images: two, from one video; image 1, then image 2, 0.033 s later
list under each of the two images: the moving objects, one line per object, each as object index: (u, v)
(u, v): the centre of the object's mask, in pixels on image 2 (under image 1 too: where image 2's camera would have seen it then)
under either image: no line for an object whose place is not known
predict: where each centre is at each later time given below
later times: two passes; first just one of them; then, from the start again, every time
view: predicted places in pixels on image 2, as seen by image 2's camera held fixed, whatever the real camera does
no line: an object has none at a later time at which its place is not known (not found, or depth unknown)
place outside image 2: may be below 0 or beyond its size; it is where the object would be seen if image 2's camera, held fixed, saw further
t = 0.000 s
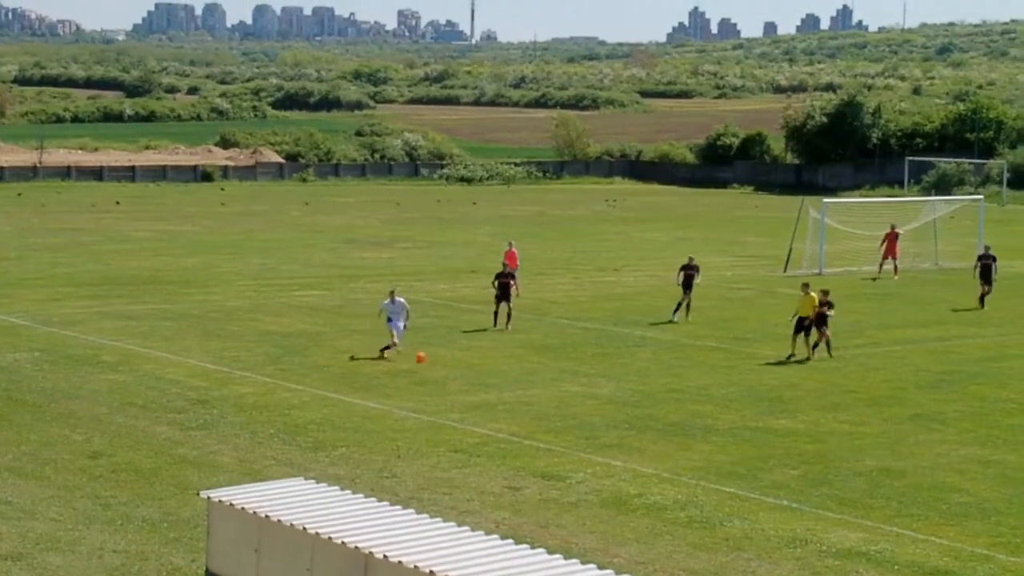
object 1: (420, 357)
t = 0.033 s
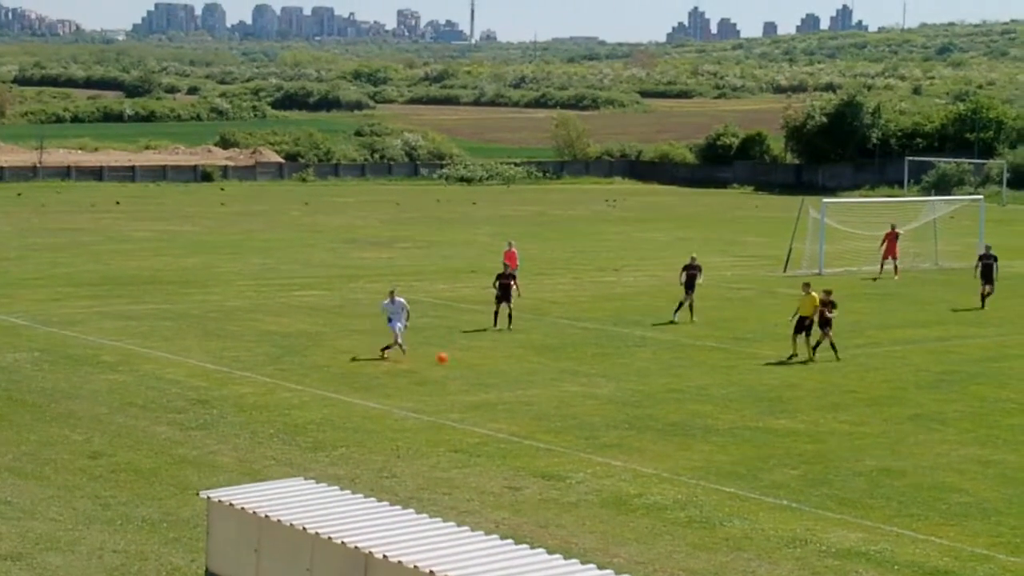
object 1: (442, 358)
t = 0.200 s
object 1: (549, 369)
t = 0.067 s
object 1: (464, 360)
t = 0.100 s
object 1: (486, 362)
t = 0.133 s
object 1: (508, 365)
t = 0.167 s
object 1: (530, 367)
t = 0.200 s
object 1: (549, 369)
